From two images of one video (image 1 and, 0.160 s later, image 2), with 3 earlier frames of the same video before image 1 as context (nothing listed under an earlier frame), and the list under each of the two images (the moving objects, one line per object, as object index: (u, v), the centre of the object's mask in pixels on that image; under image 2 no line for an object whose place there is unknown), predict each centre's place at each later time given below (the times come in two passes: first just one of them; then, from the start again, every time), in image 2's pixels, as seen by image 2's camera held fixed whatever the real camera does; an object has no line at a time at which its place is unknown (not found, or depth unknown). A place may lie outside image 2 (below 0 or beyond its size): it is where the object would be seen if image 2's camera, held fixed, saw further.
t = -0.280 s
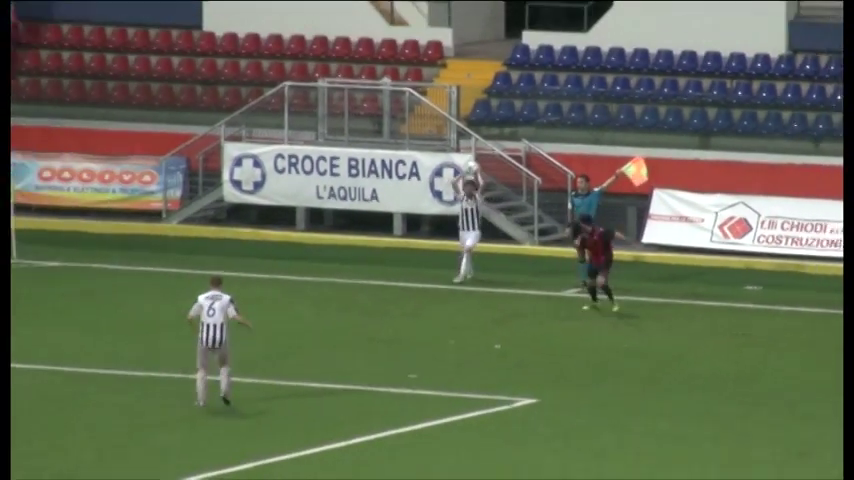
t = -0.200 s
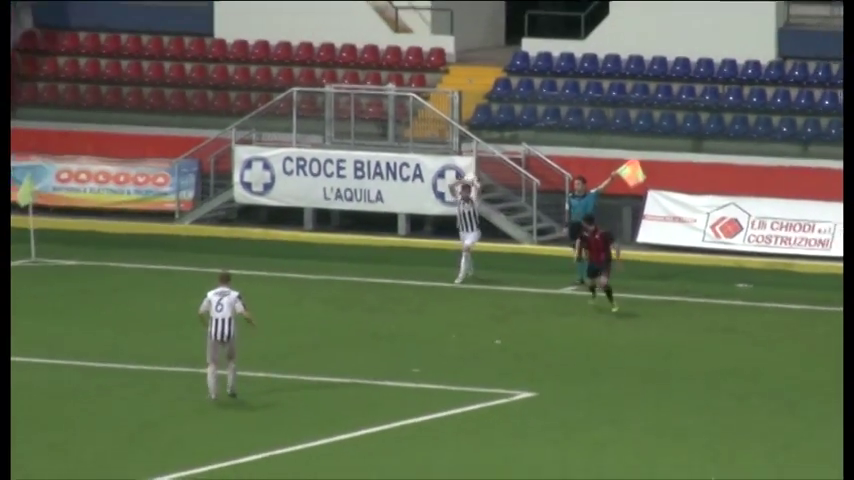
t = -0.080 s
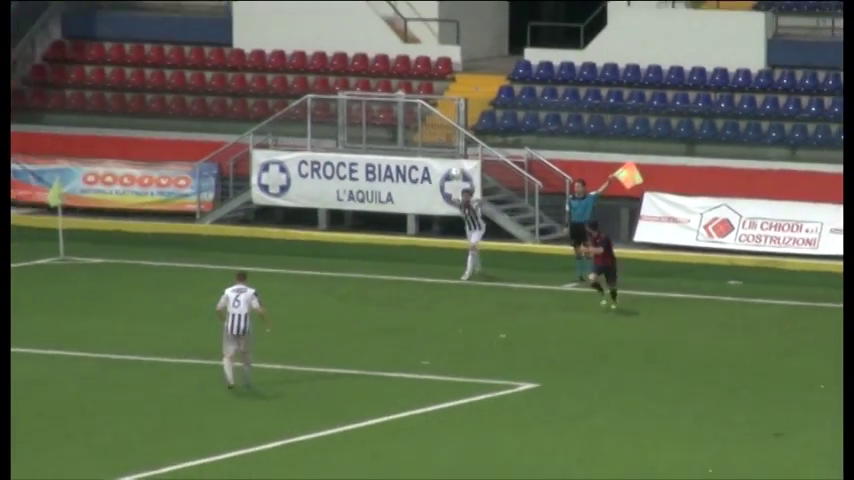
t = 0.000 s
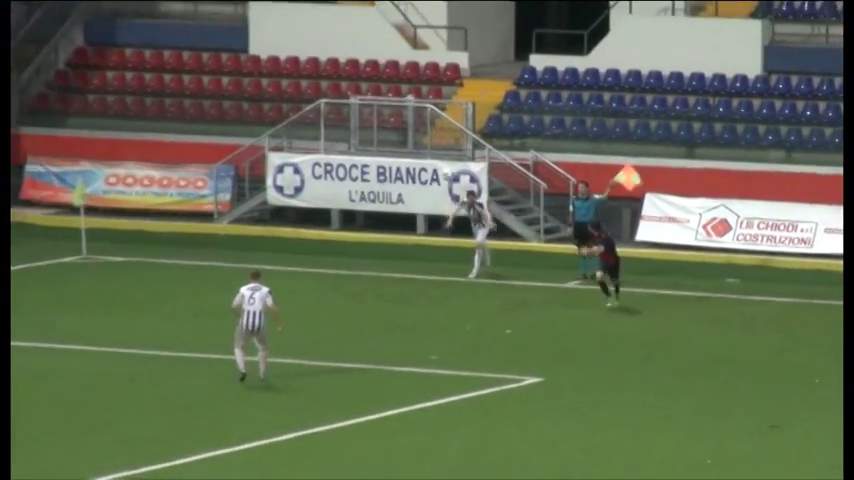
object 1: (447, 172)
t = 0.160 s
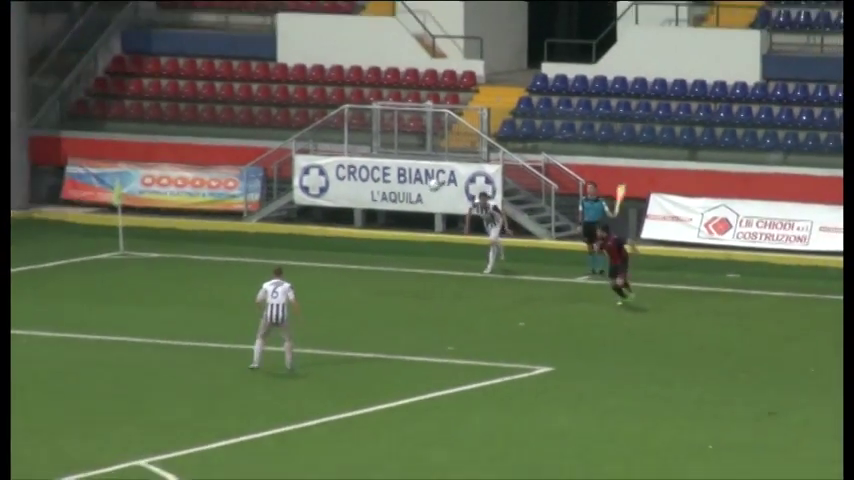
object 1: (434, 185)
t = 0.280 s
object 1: (409, 203)
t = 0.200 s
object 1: (427, 190)
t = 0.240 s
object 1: (417, 195)
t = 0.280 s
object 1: (409, 203)
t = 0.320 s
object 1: (401, 211)
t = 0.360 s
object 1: (393, 220)
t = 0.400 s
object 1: (386, 228)
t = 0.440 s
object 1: (377, 240)
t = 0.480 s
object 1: (368, 253)
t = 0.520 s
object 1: (359, 265)
